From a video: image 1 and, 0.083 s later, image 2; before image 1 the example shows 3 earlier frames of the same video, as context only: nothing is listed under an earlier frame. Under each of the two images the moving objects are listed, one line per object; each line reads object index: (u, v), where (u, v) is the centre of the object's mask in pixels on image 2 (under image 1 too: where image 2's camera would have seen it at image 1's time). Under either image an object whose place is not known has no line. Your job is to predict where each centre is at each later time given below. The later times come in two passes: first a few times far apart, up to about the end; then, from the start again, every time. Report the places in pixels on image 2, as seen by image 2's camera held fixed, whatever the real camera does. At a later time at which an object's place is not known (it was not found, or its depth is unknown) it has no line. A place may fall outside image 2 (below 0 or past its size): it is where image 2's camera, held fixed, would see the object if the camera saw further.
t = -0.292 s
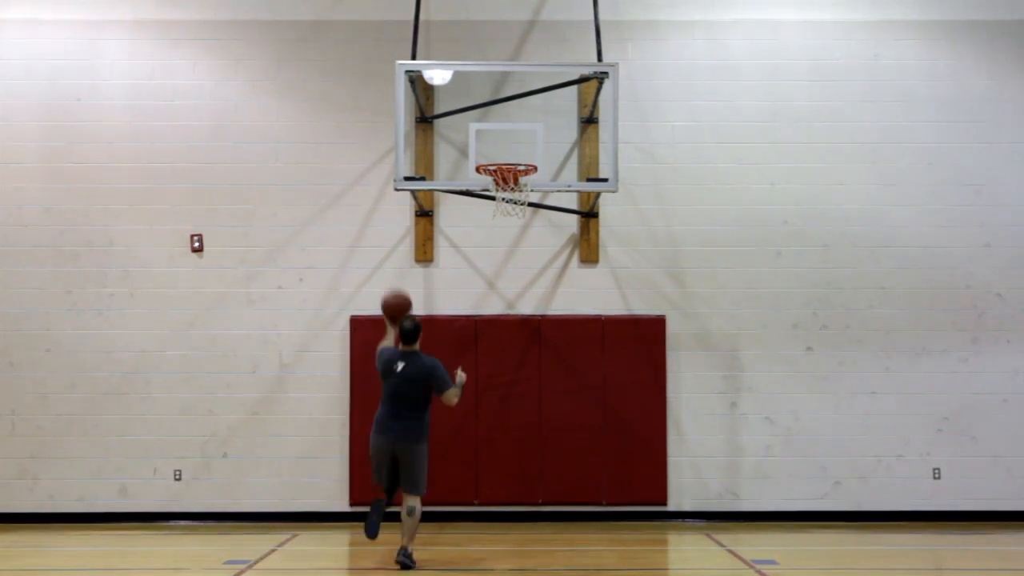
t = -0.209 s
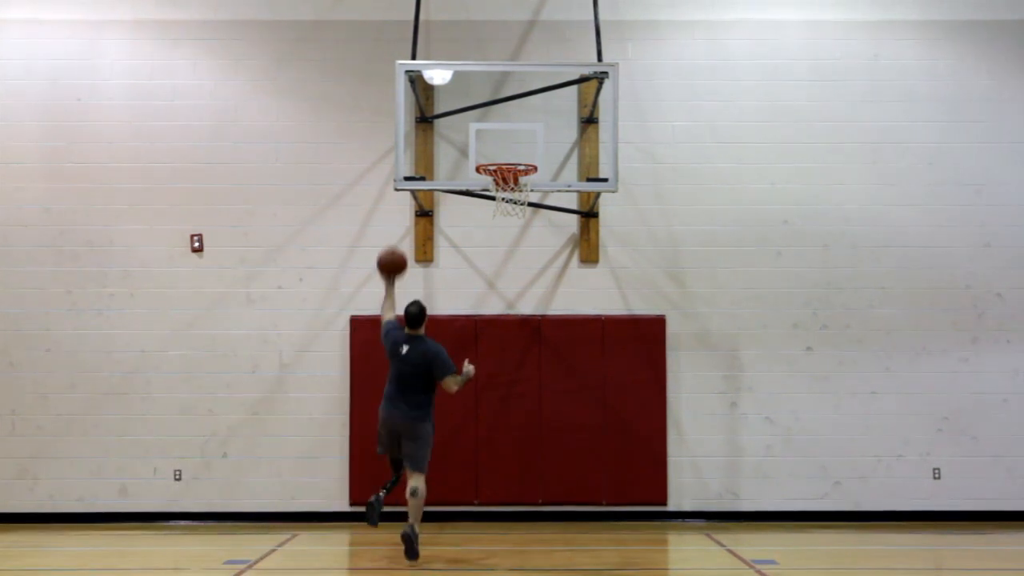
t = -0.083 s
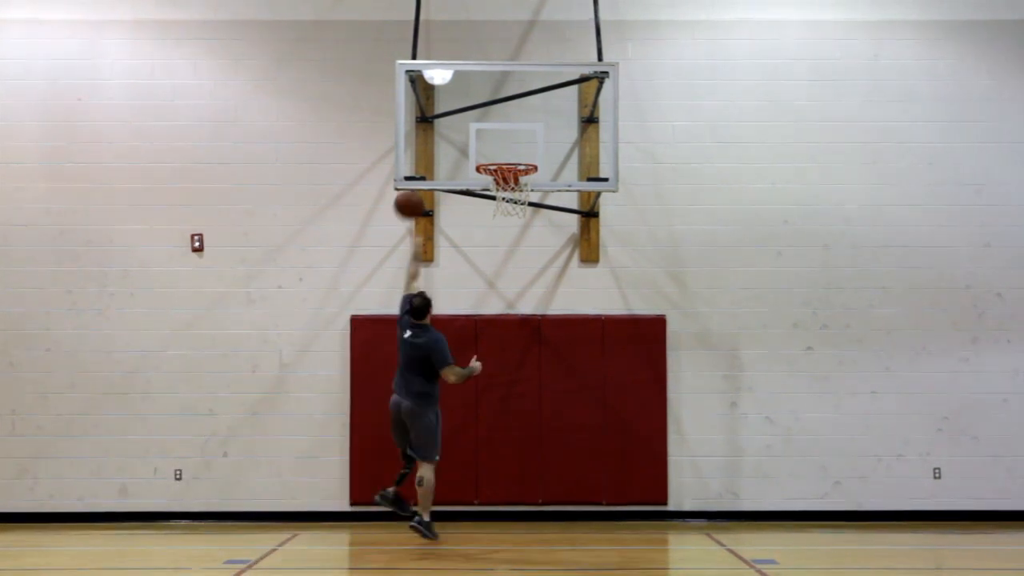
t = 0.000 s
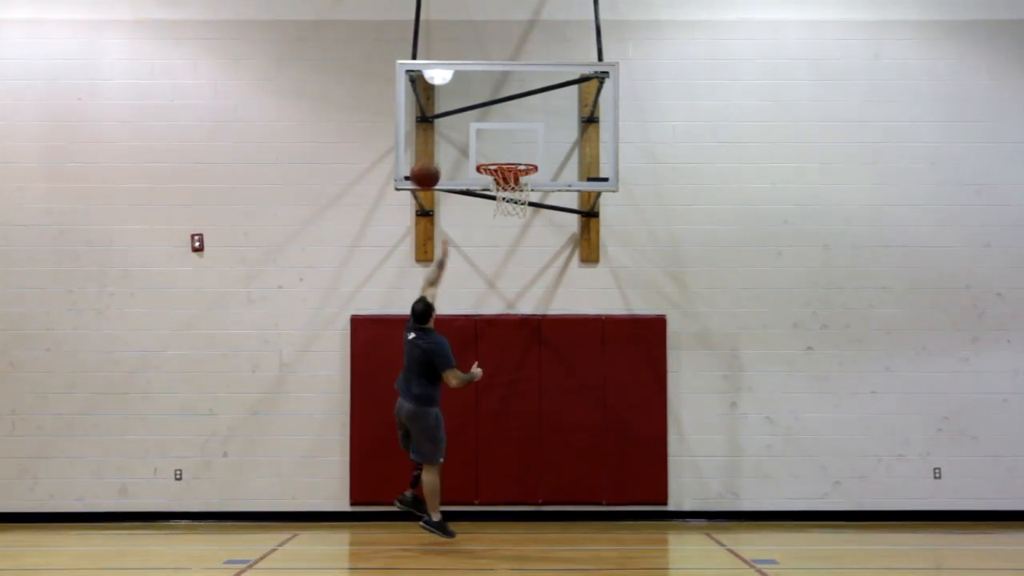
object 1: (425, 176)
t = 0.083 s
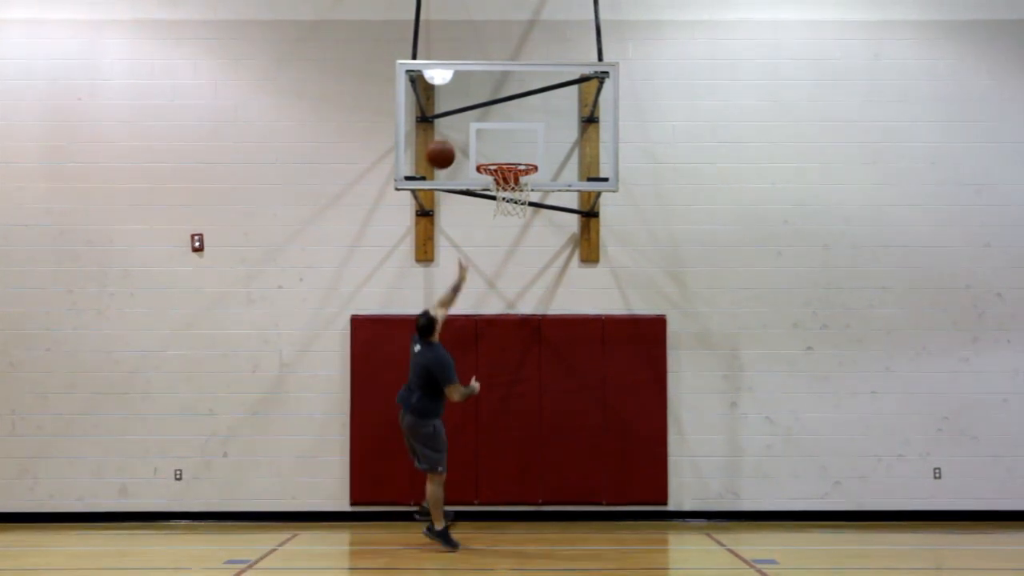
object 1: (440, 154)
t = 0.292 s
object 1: (477, 141)
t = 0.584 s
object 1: (502, 148)
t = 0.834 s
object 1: (506, 195)
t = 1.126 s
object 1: (506, 299)
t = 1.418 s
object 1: (506, 514)
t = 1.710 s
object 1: (514, 394)
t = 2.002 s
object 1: (520, 329)
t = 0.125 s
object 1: (448, 147)
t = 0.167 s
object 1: (455, 143)
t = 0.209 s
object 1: (462, 140)
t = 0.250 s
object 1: (470, 139)
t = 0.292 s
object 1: (477, 141)
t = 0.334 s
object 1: (484, 144)
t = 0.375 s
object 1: (491, 149)
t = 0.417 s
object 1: (498, 152)
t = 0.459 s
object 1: (499, 150)
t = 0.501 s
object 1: (500, 148)
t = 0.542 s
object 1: (501, 147)
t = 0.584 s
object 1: (502, 148)
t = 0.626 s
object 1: (502, 150)
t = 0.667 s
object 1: (503, 154)
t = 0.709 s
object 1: (503, 157)
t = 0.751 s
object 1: (505, 174)
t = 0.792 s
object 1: (505, 184)
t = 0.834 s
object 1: (506, 195)
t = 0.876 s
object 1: (506, 210)
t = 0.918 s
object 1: (506, 215)
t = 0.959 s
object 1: (506, 226)
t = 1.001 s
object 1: (506, 241)
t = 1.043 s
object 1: (506, 258)
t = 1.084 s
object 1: (506, 277)
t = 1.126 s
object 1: (506, 299)
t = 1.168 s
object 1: (506, 323)
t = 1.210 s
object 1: (506, 347)
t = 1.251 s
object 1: (506, 376)
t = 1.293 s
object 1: (506, 405)
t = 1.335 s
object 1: (507, 441)
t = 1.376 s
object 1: (506, 477)
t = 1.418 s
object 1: (506, 514)
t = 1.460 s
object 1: (507, 534)
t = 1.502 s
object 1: (509, 504)
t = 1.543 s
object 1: (509, 480)
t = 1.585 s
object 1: (510, 455)
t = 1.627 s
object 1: (512, 432)
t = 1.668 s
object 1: (513, 413)
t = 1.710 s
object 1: (514, 394)
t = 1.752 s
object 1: (514, 378)
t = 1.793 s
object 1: (516, 365)
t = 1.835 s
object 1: (516, 354)
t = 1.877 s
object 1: (518, 344)
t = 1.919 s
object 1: (518, 337)
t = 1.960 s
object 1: (519, 332)
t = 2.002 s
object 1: (520, 329)
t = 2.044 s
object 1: (521, 329)
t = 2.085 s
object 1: (522, 330)
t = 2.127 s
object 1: (523, 335)
